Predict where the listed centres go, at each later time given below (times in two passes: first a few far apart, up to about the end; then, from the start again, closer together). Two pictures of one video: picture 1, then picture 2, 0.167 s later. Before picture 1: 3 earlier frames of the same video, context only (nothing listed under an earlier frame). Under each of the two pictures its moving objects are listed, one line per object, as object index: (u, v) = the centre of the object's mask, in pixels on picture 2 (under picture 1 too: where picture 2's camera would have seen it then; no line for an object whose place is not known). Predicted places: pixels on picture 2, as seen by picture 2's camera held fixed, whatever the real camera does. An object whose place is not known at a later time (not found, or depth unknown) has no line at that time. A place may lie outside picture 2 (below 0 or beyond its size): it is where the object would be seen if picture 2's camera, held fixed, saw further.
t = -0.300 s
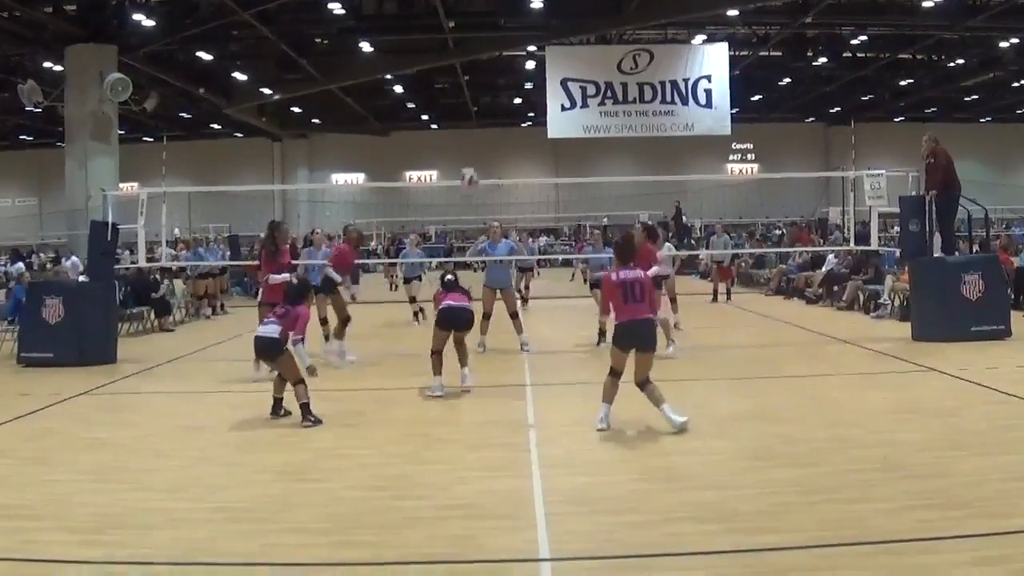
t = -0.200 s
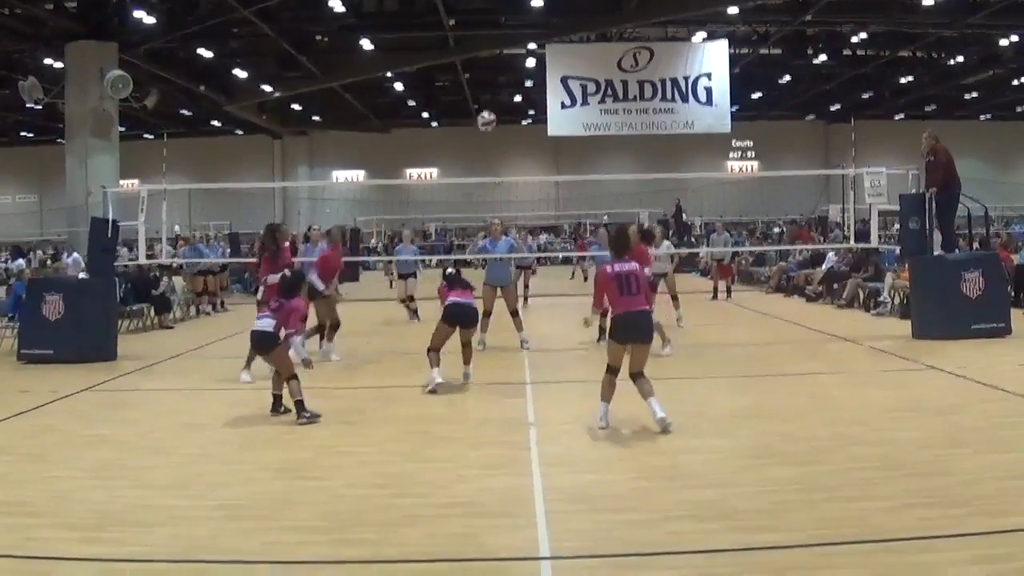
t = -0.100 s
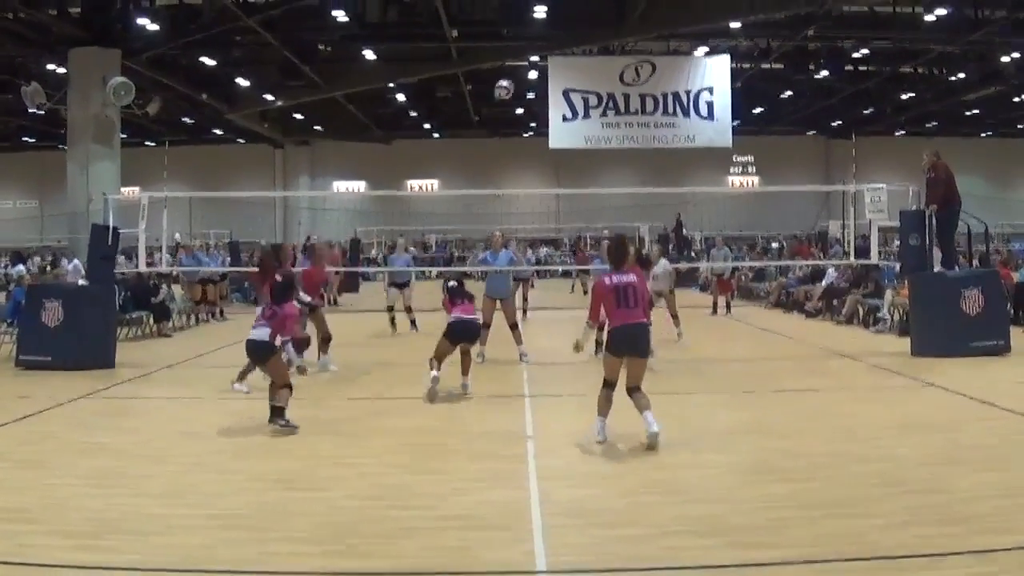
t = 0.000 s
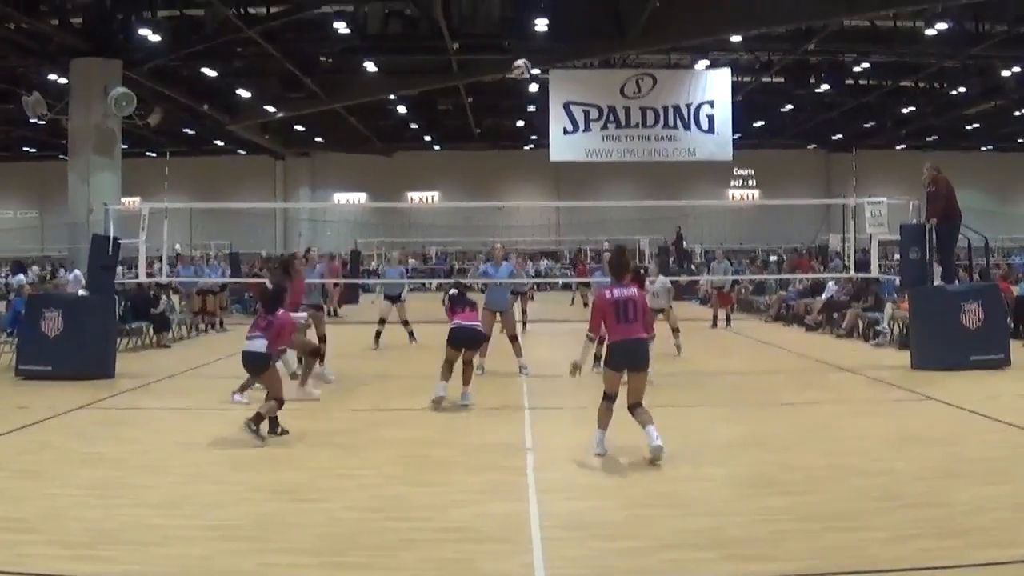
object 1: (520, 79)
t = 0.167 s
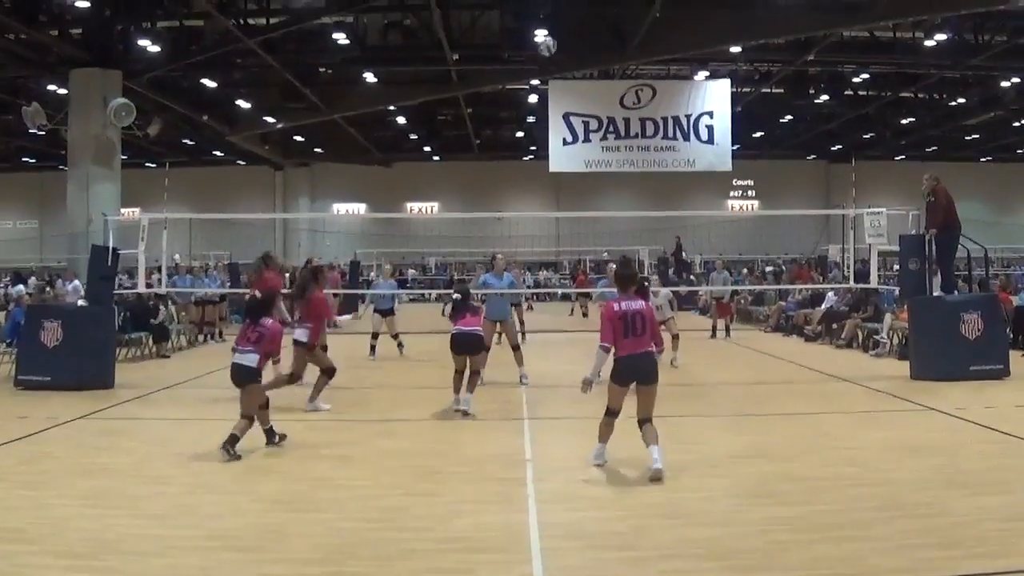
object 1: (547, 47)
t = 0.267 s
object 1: (562, 37)
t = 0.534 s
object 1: (603, 54)
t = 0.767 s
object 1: (635, 106)
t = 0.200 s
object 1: (552, 43)
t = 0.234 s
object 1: (557, 40)
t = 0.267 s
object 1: (562, 37)
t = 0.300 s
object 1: (568, 37)
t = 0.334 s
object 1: (573, 37)
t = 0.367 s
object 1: (578, 37)
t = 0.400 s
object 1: (583, 39)
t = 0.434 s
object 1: (588, 41)
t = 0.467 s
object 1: (593, 45)
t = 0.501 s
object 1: (598, 49)
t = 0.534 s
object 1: (603, 54)
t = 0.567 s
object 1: (607, 59)
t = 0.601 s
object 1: (612, 67)
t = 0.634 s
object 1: (617, 73)
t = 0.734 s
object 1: (632, 100)
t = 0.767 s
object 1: (635, 106)
